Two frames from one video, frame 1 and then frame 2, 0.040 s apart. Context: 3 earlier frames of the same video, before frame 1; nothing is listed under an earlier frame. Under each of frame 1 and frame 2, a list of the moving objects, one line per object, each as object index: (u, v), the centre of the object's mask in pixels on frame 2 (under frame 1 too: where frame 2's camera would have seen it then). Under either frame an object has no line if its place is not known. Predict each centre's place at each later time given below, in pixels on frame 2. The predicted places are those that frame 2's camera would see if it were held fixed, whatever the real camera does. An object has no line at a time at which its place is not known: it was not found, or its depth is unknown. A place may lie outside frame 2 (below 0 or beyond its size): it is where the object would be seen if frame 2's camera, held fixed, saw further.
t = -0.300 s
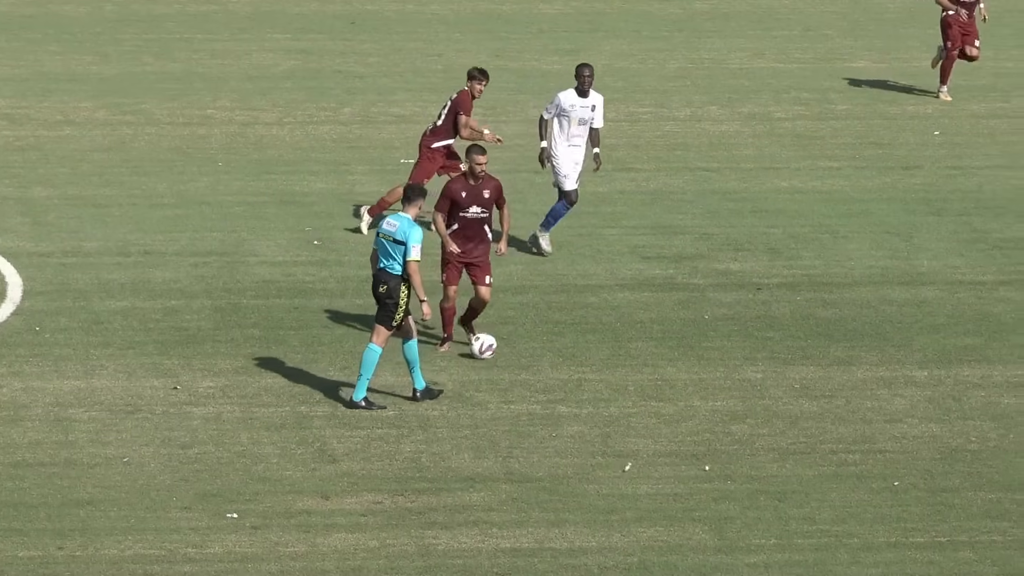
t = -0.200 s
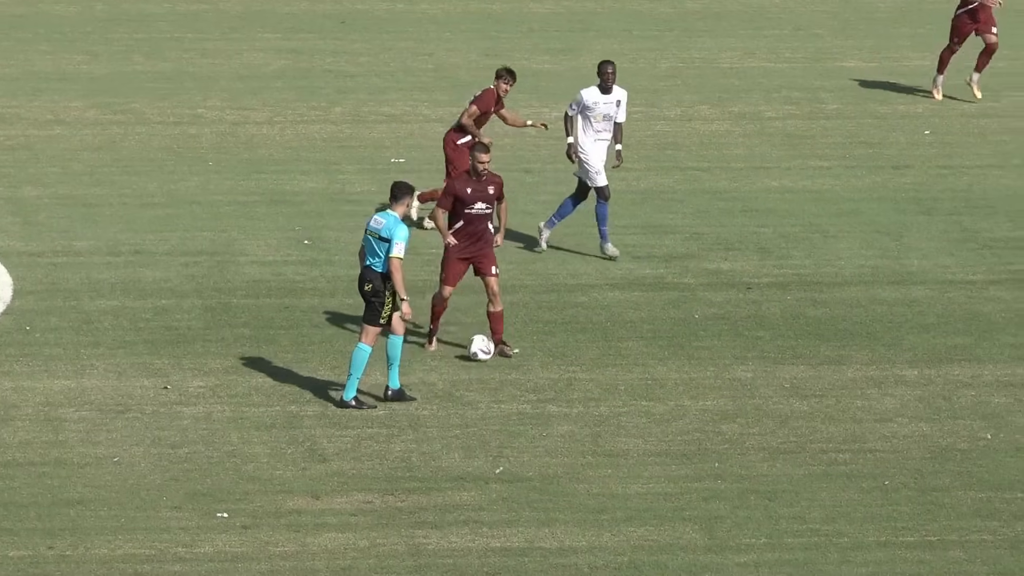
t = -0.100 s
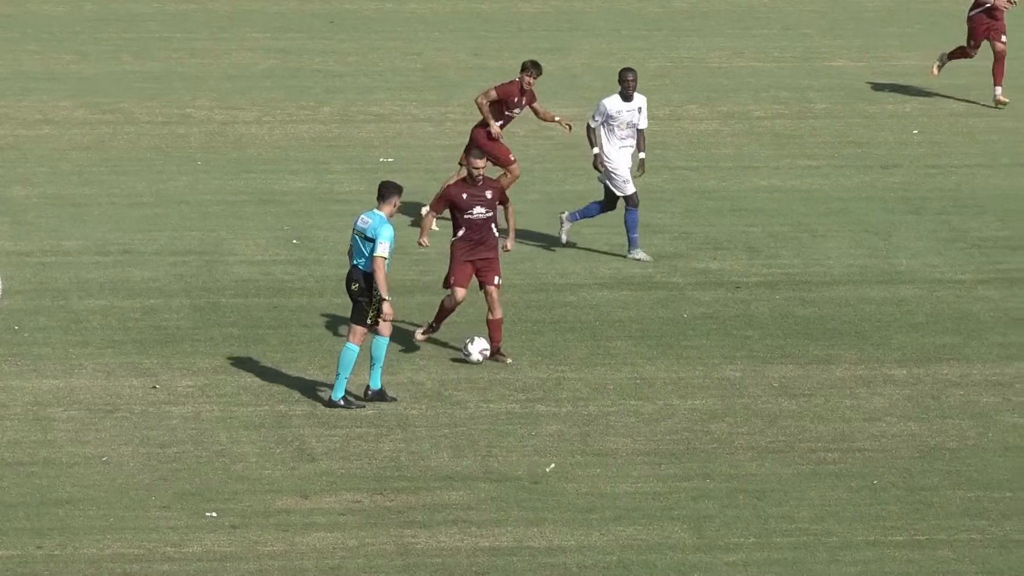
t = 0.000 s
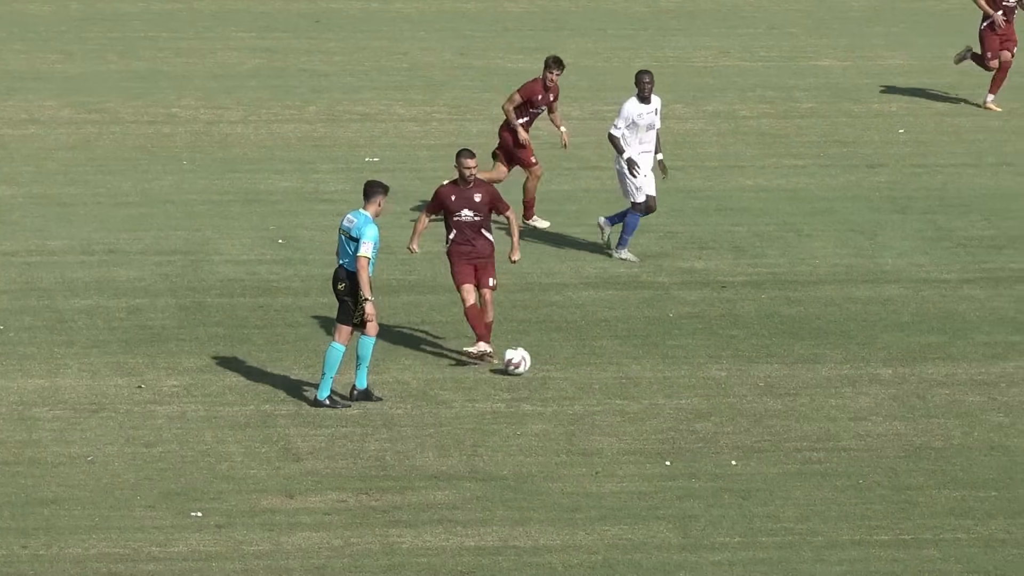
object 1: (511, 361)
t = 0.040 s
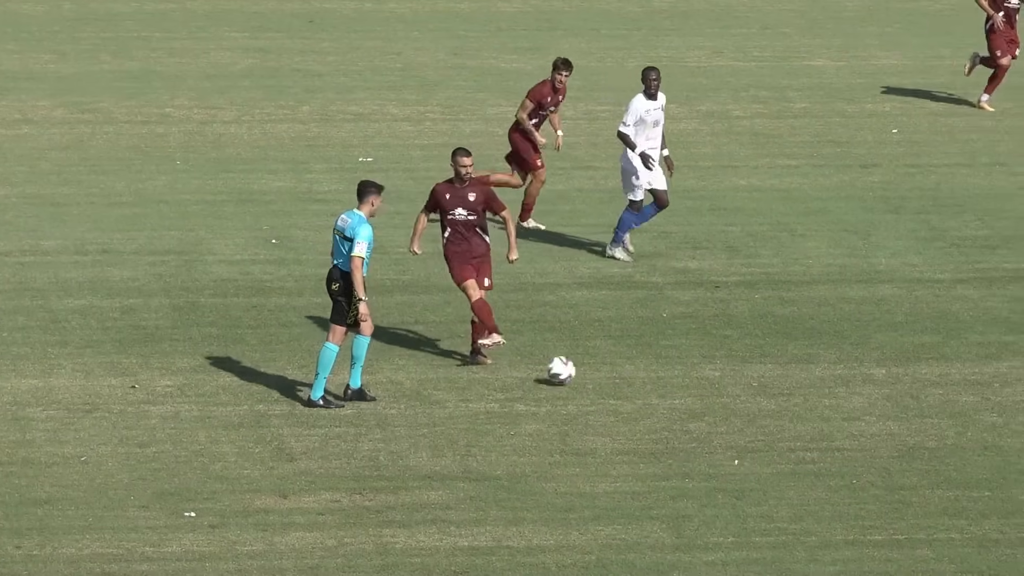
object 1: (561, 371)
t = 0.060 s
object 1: (586, 376)
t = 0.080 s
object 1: (612, 382)
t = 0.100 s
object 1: (637, 387)
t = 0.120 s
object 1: (661, 390)
